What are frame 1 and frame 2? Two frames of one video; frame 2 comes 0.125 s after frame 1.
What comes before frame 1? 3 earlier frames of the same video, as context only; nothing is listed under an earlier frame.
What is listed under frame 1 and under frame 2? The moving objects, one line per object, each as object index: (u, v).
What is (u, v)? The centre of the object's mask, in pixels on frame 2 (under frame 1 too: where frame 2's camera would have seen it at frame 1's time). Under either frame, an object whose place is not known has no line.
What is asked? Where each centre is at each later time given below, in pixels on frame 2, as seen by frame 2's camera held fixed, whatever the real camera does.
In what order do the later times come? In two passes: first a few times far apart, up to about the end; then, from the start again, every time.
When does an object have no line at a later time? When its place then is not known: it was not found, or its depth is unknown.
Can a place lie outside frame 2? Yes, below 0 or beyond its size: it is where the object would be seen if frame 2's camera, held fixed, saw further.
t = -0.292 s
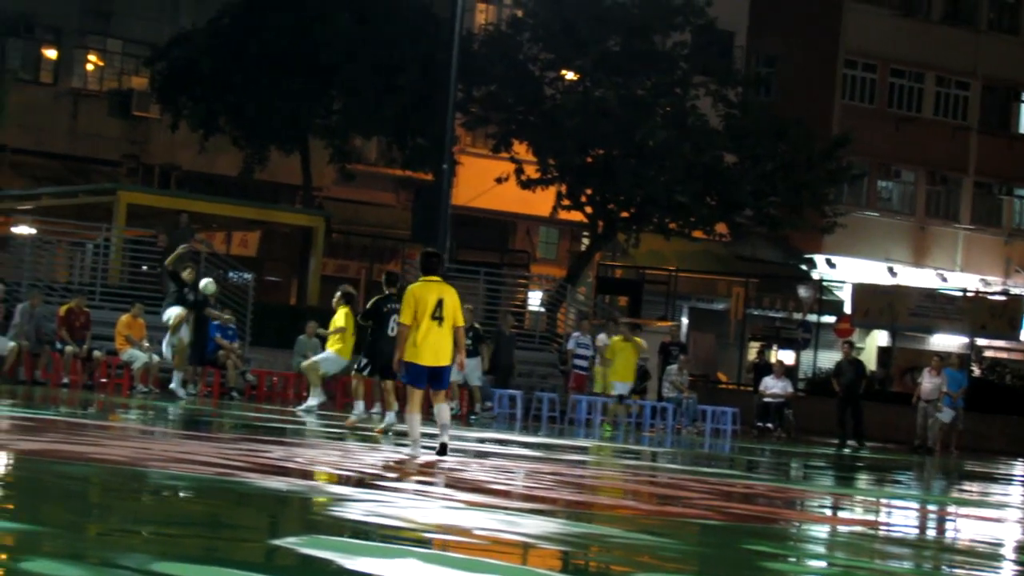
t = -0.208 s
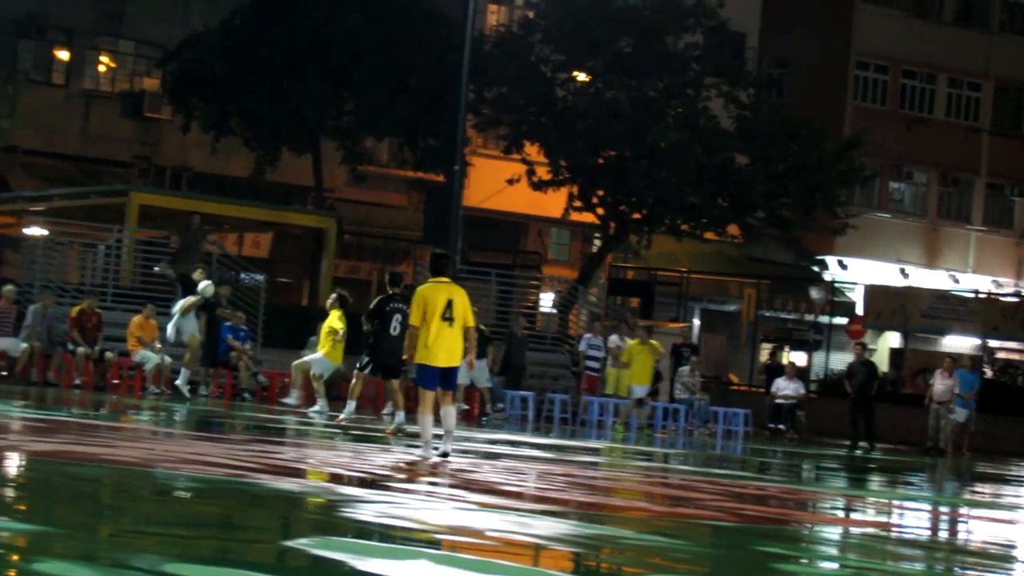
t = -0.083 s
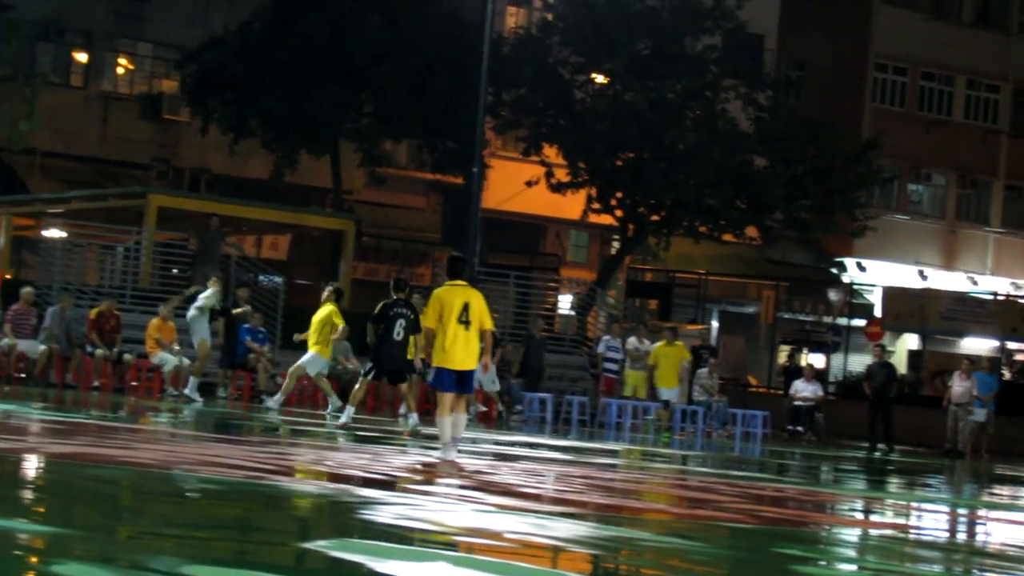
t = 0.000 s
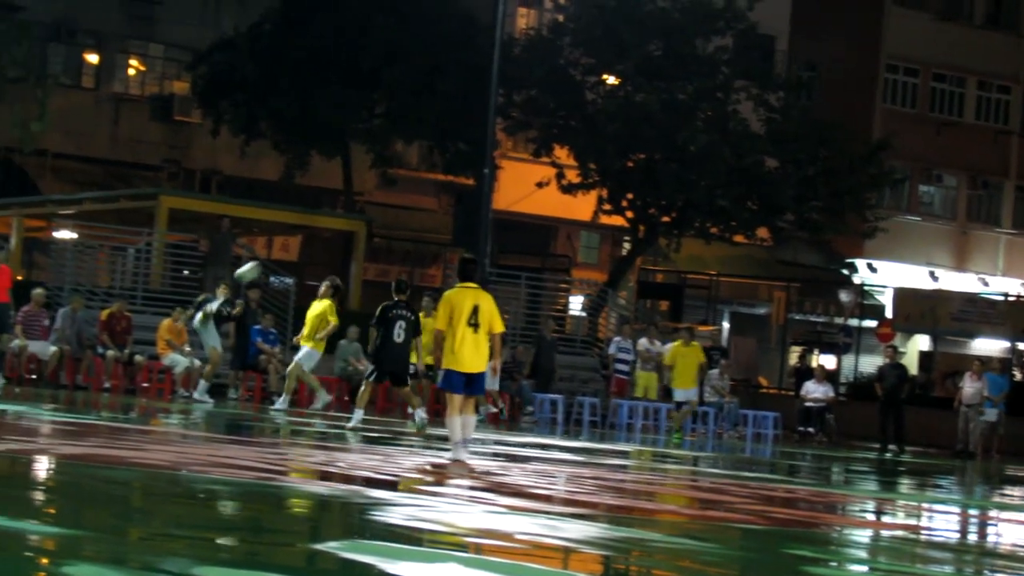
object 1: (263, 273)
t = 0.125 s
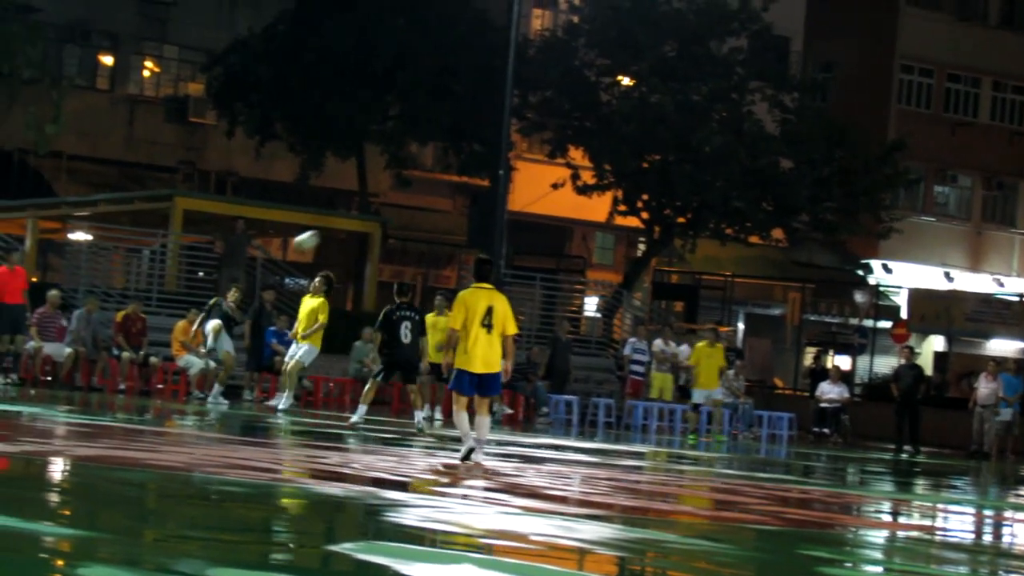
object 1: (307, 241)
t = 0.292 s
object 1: (365, 215)
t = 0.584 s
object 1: (464, 224)
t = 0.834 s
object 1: (549, 291)
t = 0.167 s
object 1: (321, 232)
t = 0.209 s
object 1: (335, 225)
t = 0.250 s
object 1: (351, 218)
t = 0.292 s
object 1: (365, 215)
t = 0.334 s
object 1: (379, 212)
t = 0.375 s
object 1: (392, 210)
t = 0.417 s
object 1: (407, 210)
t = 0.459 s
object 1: (421, 211)
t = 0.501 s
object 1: (435, 214)
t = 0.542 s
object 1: (450, 219)
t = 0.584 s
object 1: (464, 224)
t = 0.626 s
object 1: (478, 232)
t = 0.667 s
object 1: (493, 241)
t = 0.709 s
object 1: (507, 251)
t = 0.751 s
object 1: (520, 262)
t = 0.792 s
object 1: (534, 276)
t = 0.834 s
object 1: (549, 291)
